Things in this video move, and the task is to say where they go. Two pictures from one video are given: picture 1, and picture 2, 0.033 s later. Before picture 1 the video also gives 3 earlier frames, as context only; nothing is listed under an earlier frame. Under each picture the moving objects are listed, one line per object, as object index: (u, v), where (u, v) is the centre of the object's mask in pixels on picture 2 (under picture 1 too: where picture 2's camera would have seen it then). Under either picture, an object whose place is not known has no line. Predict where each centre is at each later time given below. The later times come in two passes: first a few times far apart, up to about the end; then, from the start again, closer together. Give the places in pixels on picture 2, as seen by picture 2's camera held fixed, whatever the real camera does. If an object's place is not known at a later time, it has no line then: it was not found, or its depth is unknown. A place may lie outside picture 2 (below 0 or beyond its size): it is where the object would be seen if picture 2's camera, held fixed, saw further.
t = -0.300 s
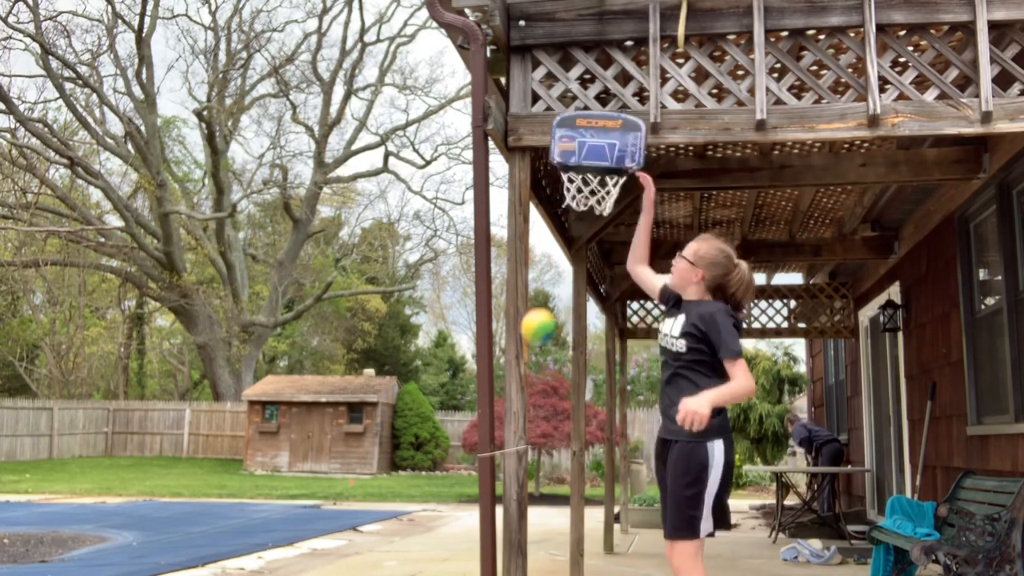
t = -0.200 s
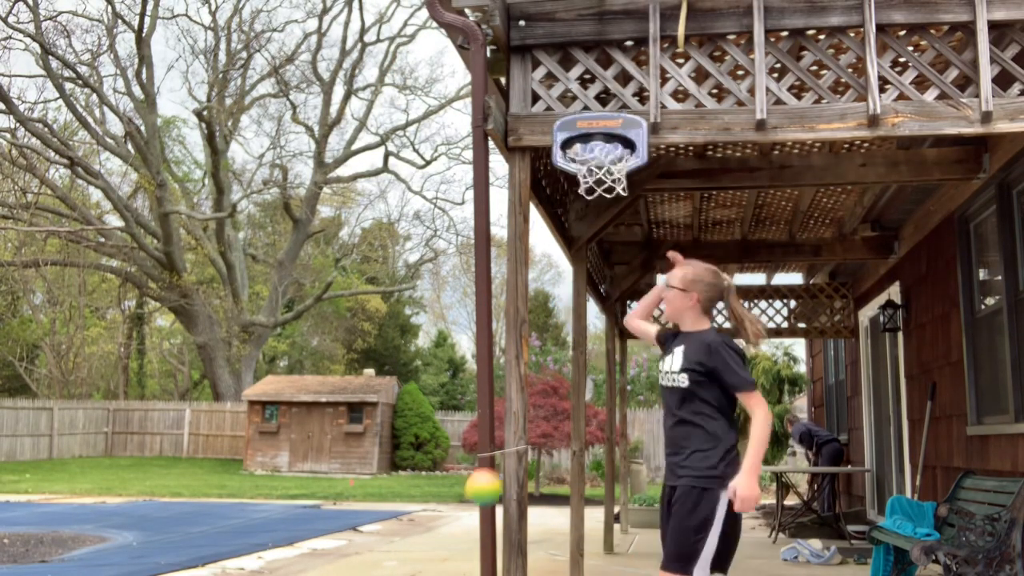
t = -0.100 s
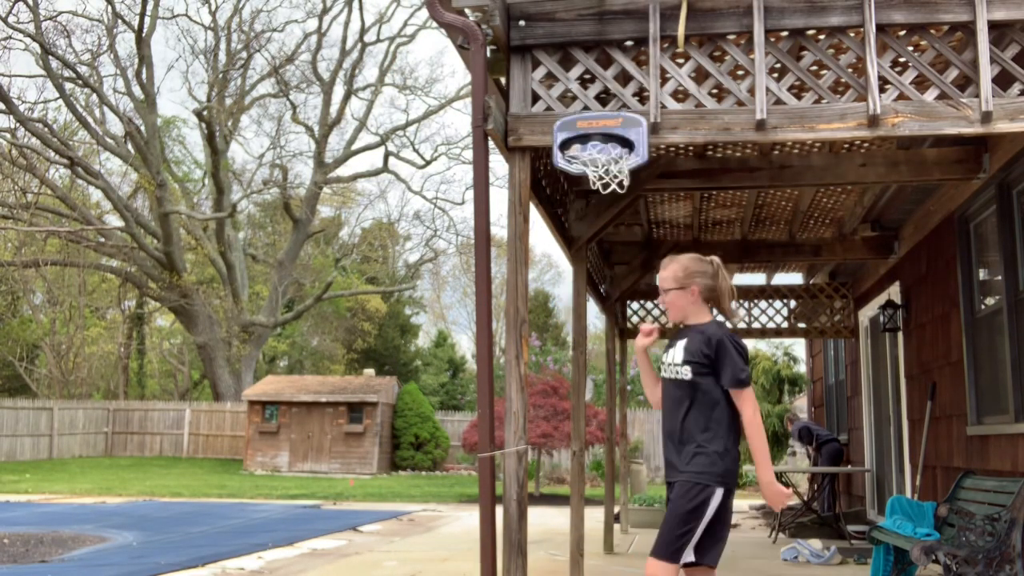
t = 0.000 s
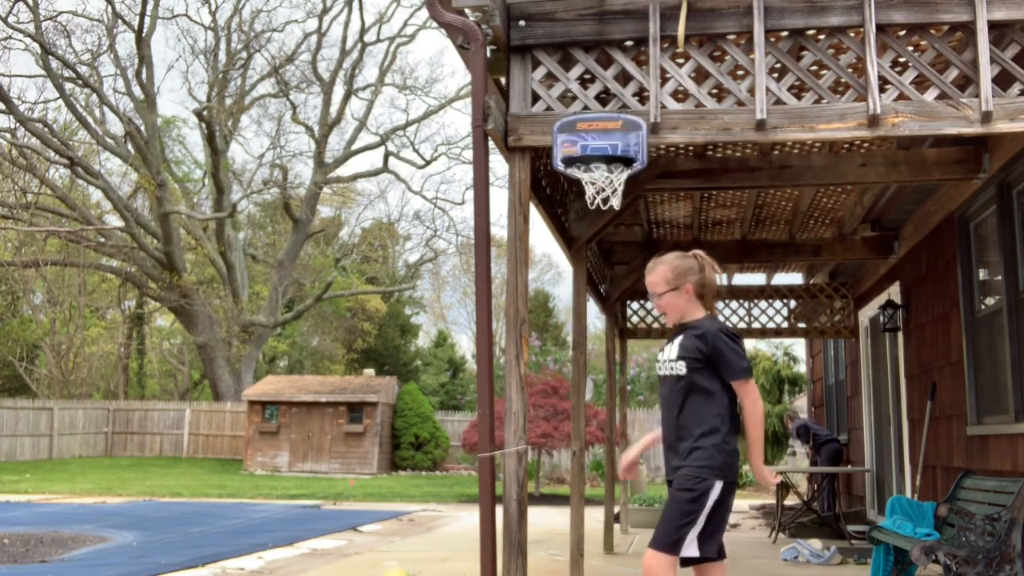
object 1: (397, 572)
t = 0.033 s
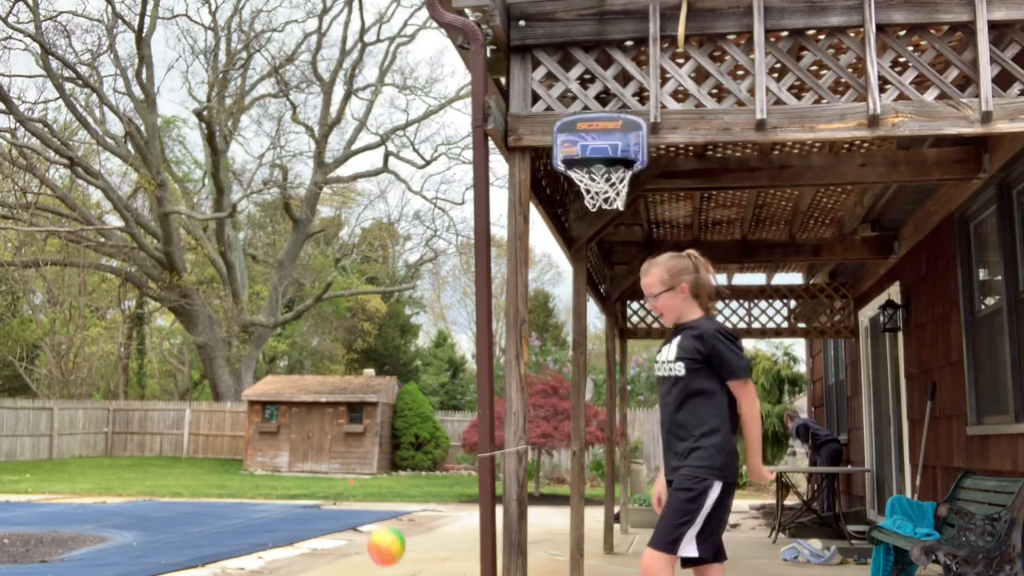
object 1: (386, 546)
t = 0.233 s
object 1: (338, 371)
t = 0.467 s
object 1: (281, 330)
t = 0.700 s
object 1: (217, 448)
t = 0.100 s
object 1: (370, 472)
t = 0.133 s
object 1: (363, 442)
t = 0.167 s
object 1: (355, 415)
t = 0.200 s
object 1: (346, 391)
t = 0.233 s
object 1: (338, 371)
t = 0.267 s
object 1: (329, 356)
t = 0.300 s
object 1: (321, 344)
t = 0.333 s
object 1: (313, 335)
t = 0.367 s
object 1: (305, 329)
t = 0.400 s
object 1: (298, 327)
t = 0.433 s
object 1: (289, 327)
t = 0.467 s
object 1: (281, 330)
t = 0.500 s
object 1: (272, 336)
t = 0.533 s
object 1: (263, 346)
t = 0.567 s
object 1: (254, 360)
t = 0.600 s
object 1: (244, 376)
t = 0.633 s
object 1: (235, 397)
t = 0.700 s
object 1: (217, 448)
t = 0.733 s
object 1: (209, 478)
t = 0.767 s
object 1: (199, 511)
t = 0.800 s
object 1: (190, 548)
